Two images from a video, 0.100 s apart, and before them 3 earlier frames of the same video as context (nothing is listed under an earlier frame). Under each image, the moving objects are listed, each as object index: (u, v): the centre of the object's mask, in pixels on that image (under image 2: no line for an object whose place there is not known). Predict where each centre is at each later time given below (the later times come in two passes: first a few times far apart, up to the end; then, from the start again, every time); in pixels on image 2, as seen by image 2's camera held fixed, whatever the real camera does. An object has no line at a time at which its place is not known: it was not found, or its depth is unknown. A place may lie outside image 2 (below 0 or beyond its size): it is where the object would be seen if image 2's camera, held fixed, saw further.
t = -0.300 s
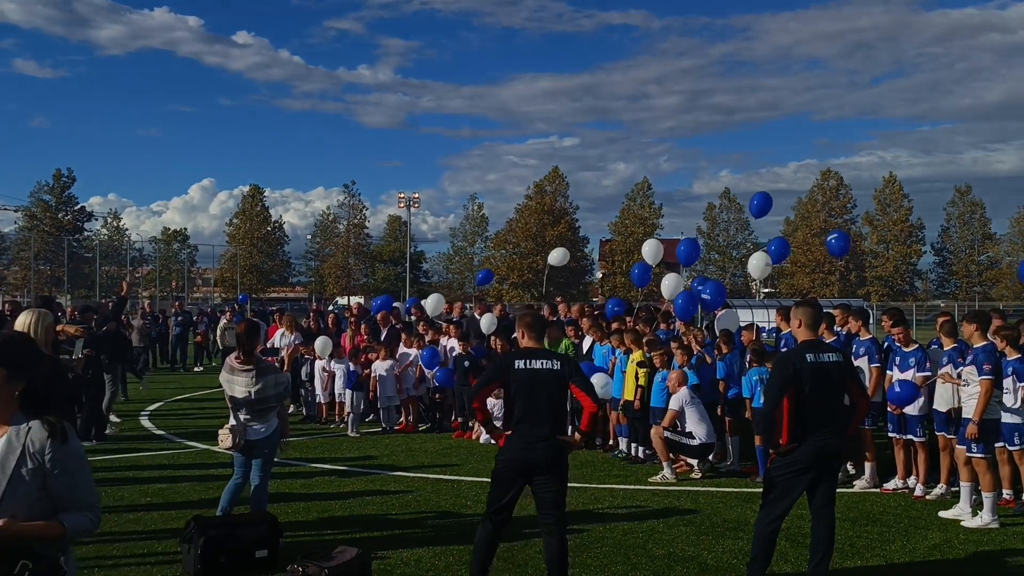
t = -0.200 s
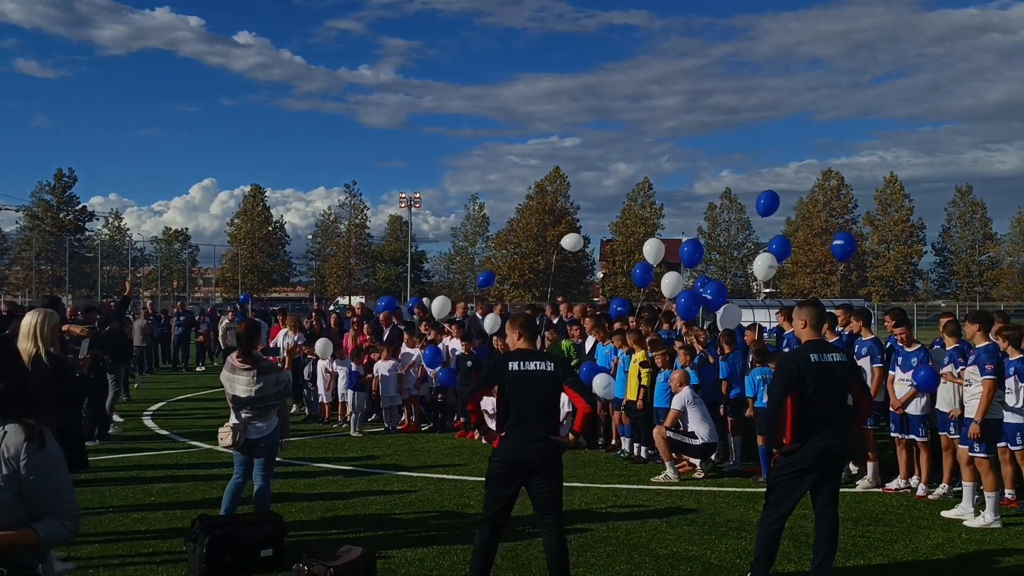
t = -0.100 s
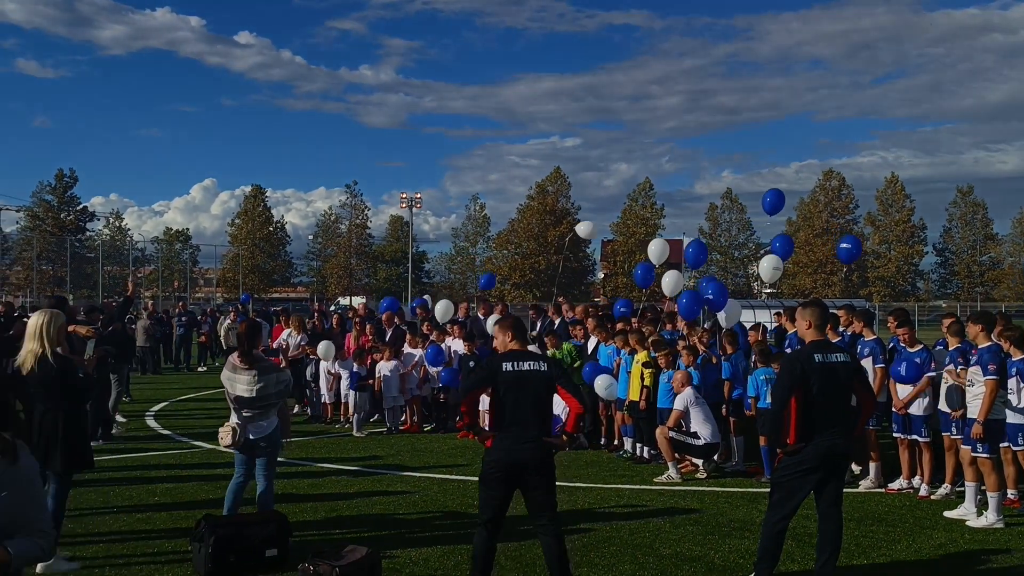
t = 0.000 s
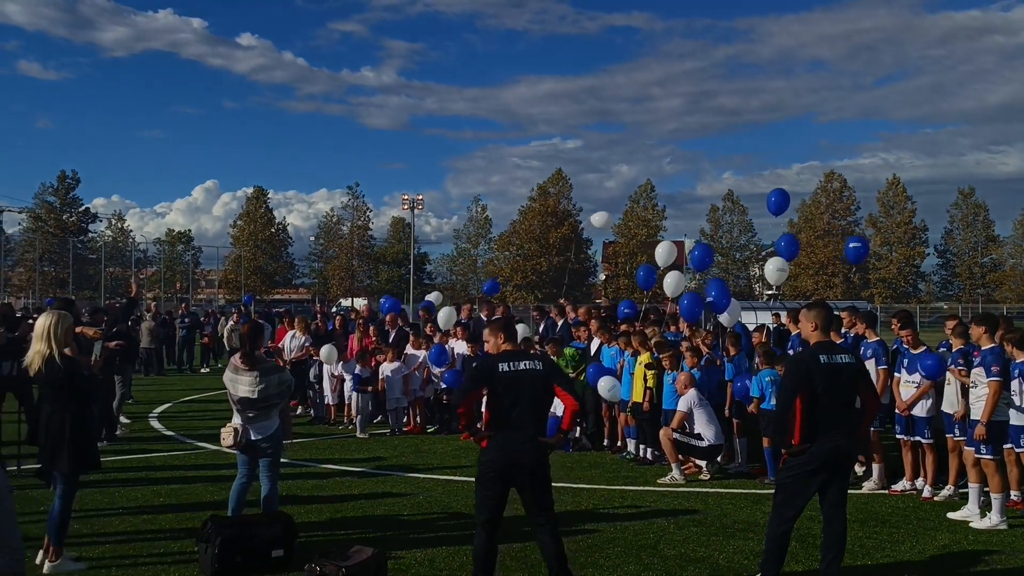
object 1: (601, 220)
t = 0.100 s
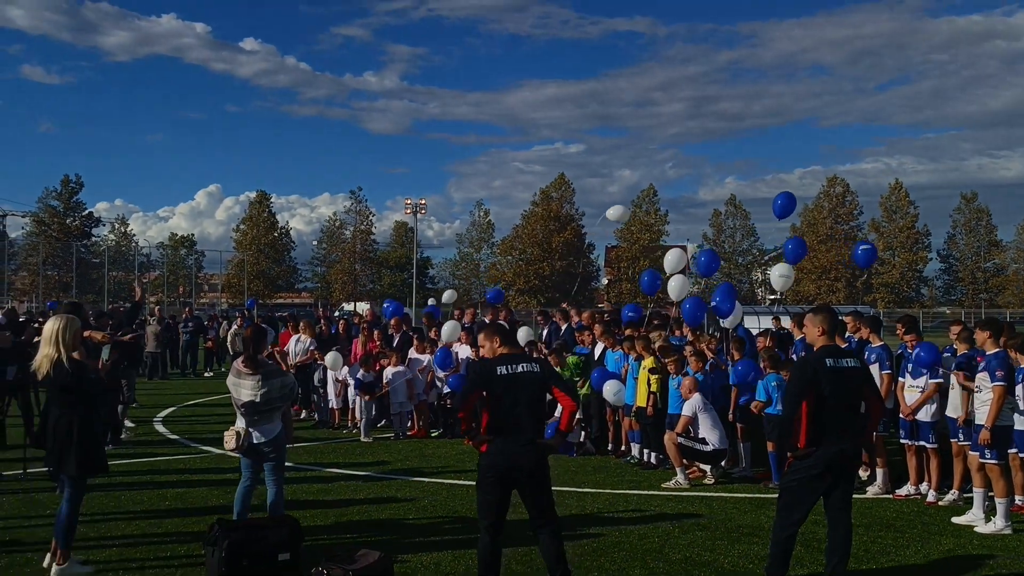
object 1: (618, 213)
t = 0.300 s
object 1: (642, 187)
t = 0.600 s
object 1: (666, 126)
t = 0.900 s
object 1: (686, 63)
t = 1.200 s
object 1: (695, 22)
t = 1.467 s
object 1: (699, 1)
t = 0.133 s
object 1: (622, 209)
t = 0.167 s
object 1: (626, 206)
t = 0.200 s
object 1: (630, 201)
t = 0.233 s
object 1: (634, 197)
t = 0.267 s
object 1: (638, 192)
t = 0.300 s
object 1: (642, 187)
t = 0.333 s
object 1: (645, 181)
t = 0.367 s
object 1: (649, 175)
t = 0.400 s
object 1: (651, 169)
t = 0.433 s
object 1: (654, 162)
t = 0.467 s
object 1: (656, 155)
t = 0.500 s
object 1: (659, 148)
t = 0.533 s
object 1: (661, 141)
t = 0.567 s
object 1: (663, 133)
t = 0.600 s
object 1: (666, 126)
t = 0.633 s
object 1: (669, 118)
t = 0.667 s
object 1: (670, 110)
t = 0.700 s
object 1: (673, 103)
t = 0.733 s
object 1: (675, 96)
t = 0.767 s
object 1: (677, 88)
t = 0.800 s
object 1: (680, 82)
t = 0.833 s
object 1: (681, 75)
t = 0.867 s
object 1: (685, 69)
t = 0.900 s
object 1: (686, 63)
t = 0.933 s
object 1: (687, 58)
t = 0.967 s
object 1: (688, 52)
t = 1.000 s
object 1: (689, 47)
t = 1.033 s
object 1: (691, 42)
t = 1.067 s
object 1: (692, 37)
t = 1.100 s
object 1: (692, 33)
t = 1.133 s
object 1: (693, 29)
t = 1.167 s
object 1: (694, 25)
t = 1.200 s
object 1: (695, 22)
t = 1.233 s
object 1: (696, 18)
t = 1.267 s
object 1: (697, 15)
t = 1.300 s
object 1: (697, 12)
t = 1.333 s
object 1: (698, 10)
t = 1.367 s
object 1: (698, 8)
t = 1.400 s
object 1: (699, 6)
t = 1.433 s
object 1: (699, 3)
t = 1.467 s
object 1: (699, 1)
